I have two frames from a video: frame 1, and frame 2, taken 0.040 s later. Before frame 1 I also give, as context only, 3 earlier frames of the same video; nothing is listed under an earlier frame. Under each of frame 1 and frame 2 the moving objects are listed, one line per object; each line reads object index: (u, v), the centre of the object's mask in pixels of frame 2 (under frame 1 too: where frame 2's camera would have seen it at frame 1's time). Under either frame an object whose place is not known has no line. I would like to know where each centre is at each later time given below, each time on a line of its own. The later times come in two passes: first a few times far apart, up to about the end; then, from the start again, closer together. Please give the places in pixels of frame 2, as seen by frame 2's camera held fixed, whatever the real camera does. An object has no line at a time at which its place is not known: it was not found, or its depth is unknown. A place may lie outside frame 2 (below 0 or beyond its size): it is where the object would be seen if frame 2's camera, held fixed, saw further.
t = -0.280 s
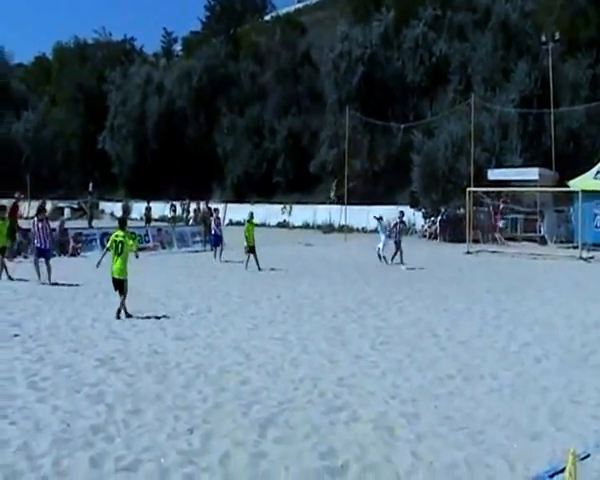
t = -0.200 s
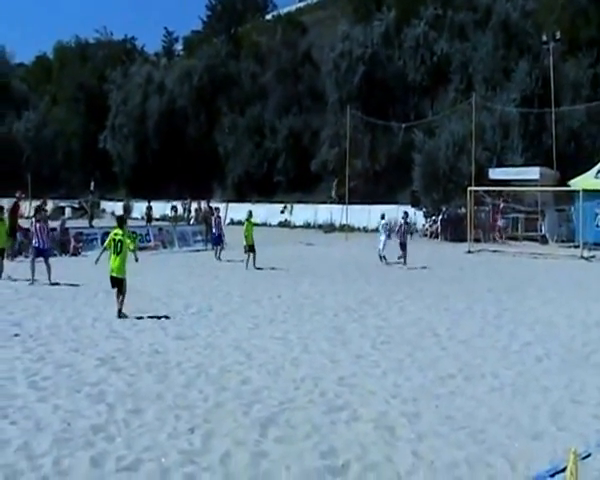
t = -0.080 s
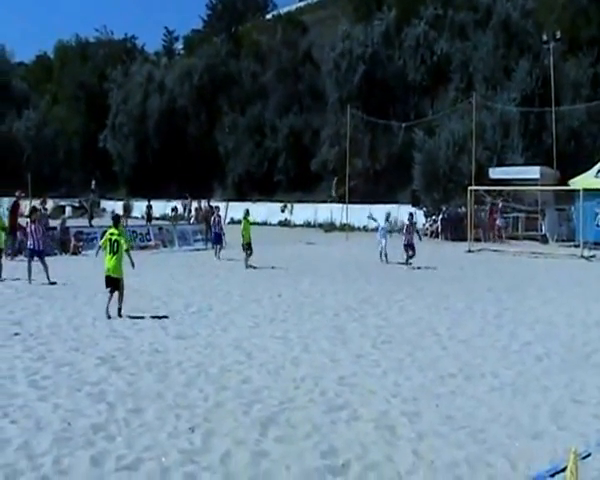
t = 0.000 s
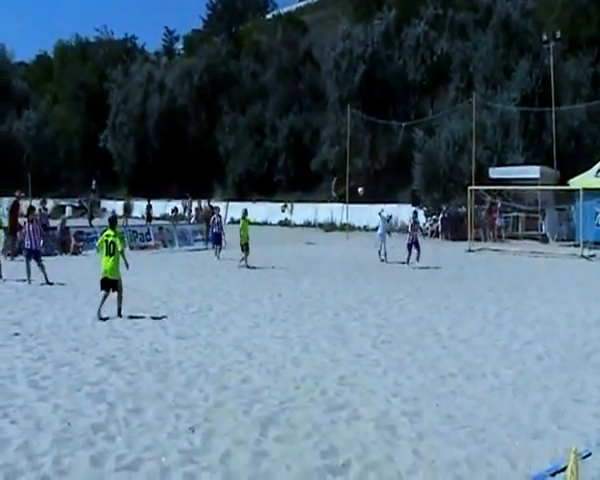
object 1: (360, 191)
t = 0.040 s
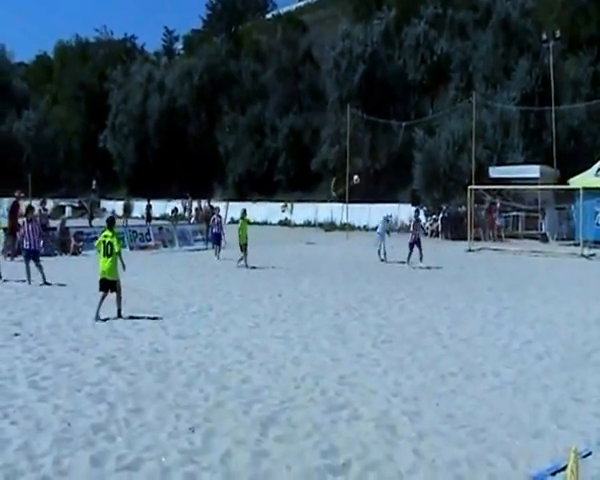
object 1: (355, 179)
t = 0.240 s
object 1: (328, 127)
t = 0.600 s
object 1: (260, 57)
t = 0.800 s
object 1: (209, 40)
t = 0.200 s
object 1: (334, 137)
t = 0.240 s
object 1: (328, 127)
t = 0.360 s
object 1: (308, 99)
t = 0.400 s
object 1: (301, 92)
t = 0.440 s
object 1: (294, 84)
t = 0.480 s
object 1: (286, 76)
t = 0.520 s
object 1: (277, 69)
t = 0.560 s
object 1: (268, 63)
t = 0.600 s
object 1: (260, 57)
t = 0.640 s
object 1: (250, 53)
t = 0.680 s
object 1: (241, 48)
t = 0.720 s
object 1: (230, 45)
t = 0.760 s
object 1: (220, 42)
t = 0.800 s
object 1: (209, 40)
